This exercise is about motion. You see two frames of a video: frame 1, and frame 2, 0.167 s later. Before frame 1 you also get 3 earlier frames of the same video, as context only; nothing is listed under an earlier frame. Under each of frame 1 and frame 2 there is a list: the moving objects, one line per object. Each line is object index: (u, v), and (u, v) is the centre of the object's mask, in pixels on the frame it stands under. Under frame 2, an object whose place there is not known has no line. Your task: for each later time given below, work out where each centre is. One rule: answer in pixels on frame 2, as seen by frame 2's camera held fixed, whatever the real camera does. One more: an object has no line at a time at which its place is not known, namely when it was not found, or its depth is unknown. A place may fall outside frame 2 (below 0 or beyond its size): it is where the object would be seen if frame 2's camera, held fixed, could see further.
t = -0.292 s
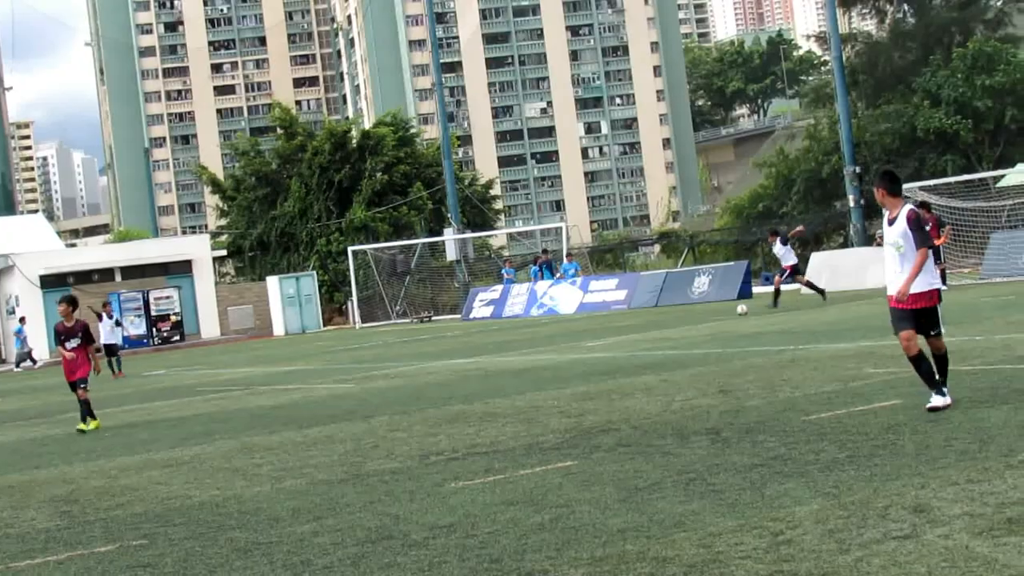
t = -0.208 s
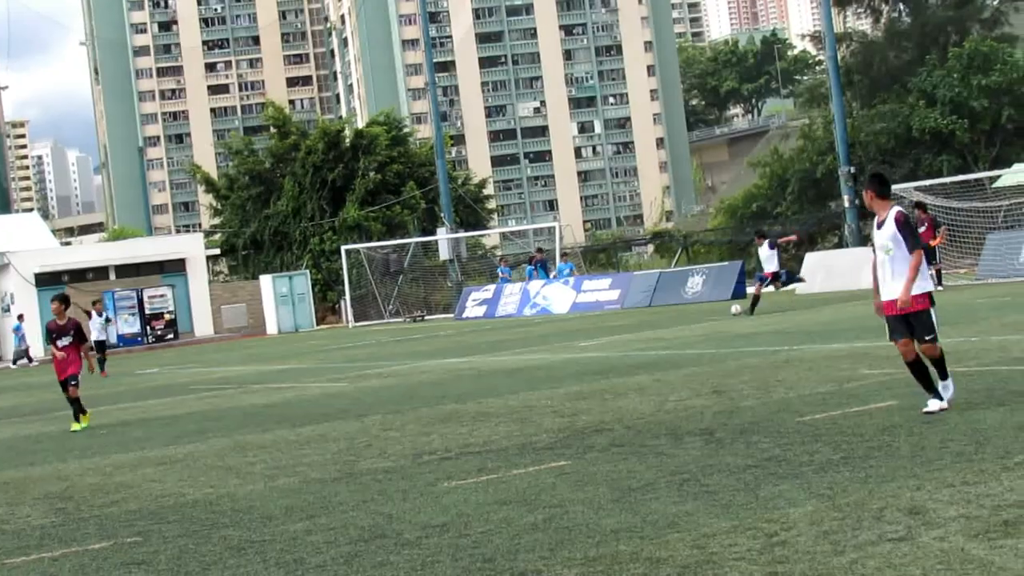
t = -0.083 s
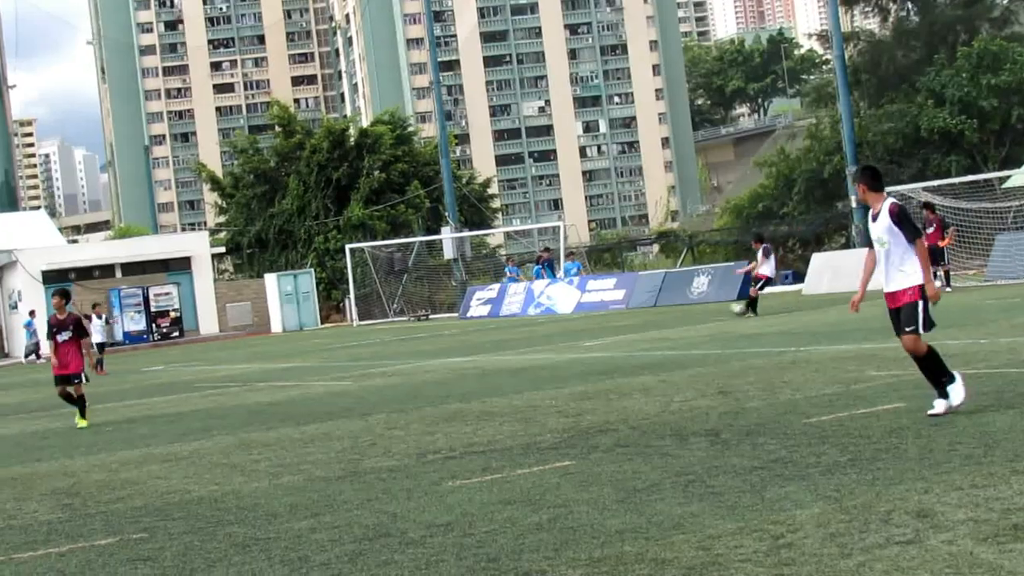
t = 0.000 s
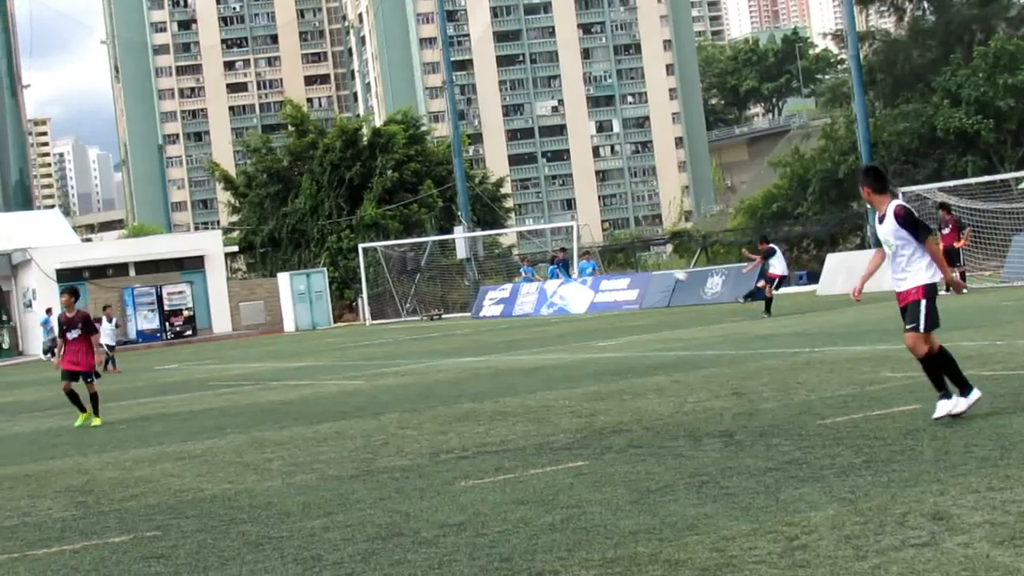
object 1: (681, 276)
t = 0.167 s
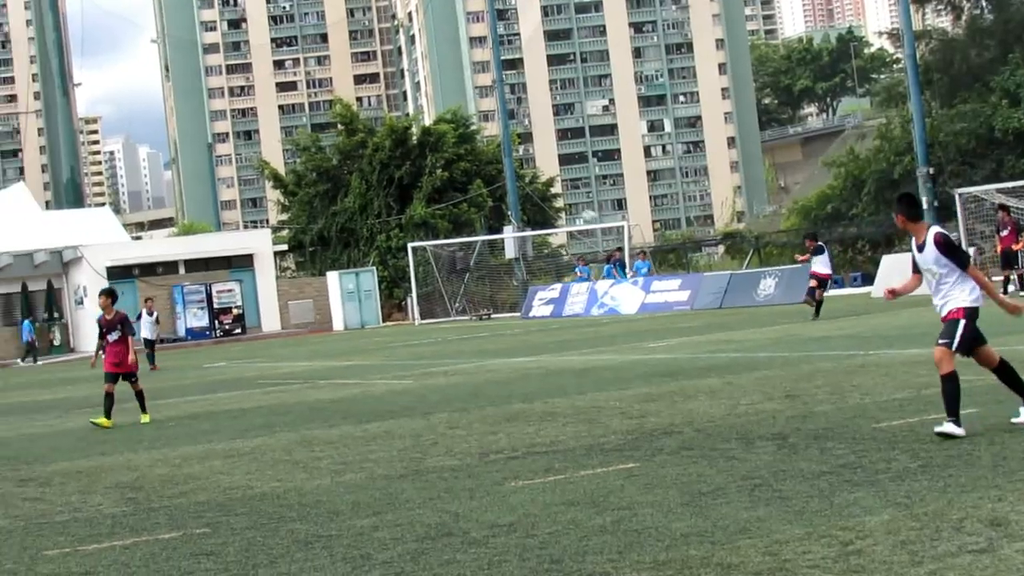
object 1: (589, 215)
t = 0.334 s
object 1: (447, 162)
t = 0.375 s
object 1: (411, 150)
